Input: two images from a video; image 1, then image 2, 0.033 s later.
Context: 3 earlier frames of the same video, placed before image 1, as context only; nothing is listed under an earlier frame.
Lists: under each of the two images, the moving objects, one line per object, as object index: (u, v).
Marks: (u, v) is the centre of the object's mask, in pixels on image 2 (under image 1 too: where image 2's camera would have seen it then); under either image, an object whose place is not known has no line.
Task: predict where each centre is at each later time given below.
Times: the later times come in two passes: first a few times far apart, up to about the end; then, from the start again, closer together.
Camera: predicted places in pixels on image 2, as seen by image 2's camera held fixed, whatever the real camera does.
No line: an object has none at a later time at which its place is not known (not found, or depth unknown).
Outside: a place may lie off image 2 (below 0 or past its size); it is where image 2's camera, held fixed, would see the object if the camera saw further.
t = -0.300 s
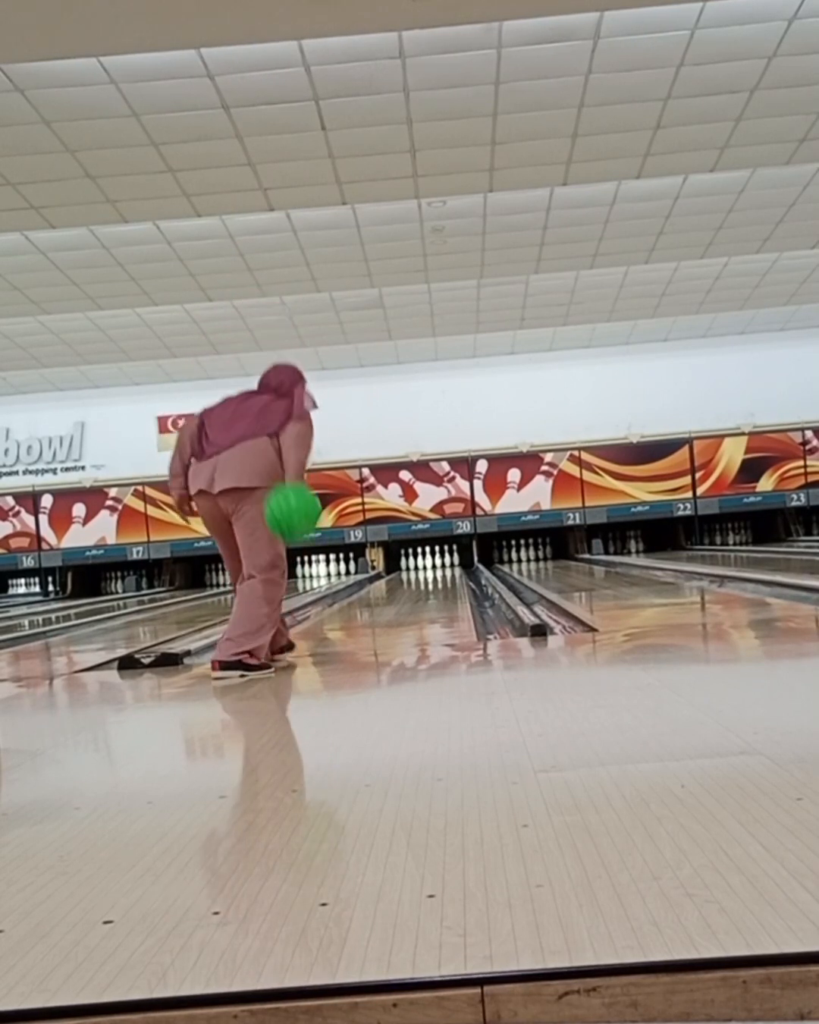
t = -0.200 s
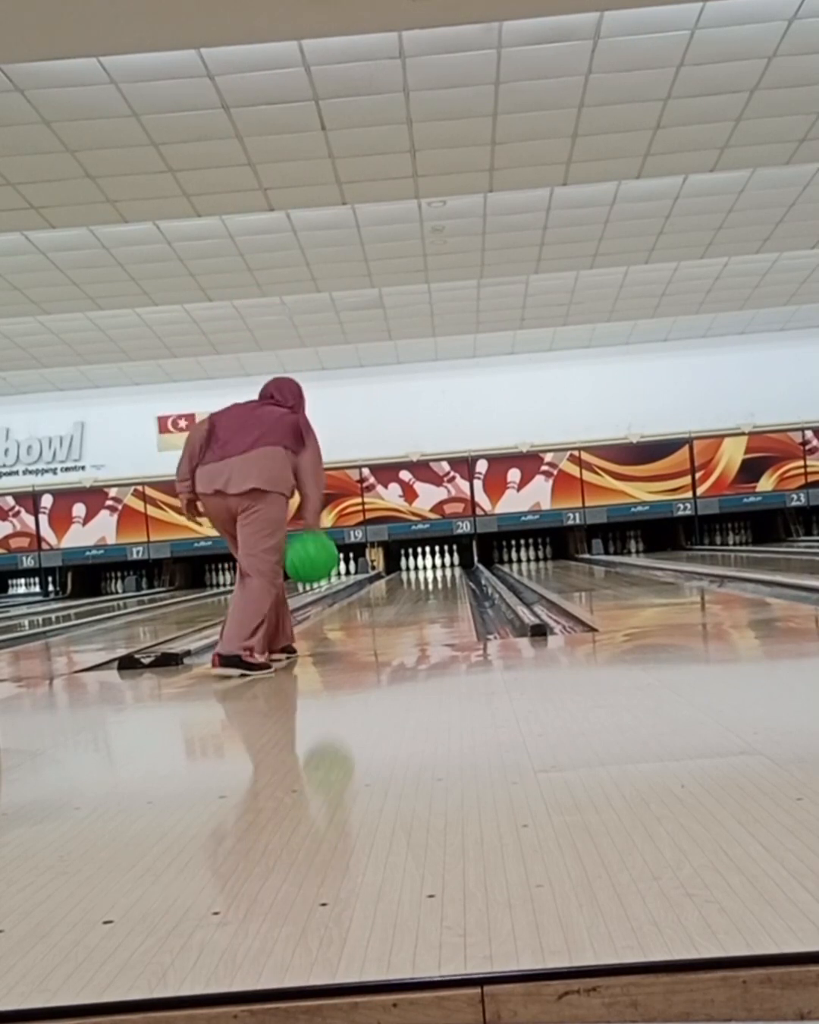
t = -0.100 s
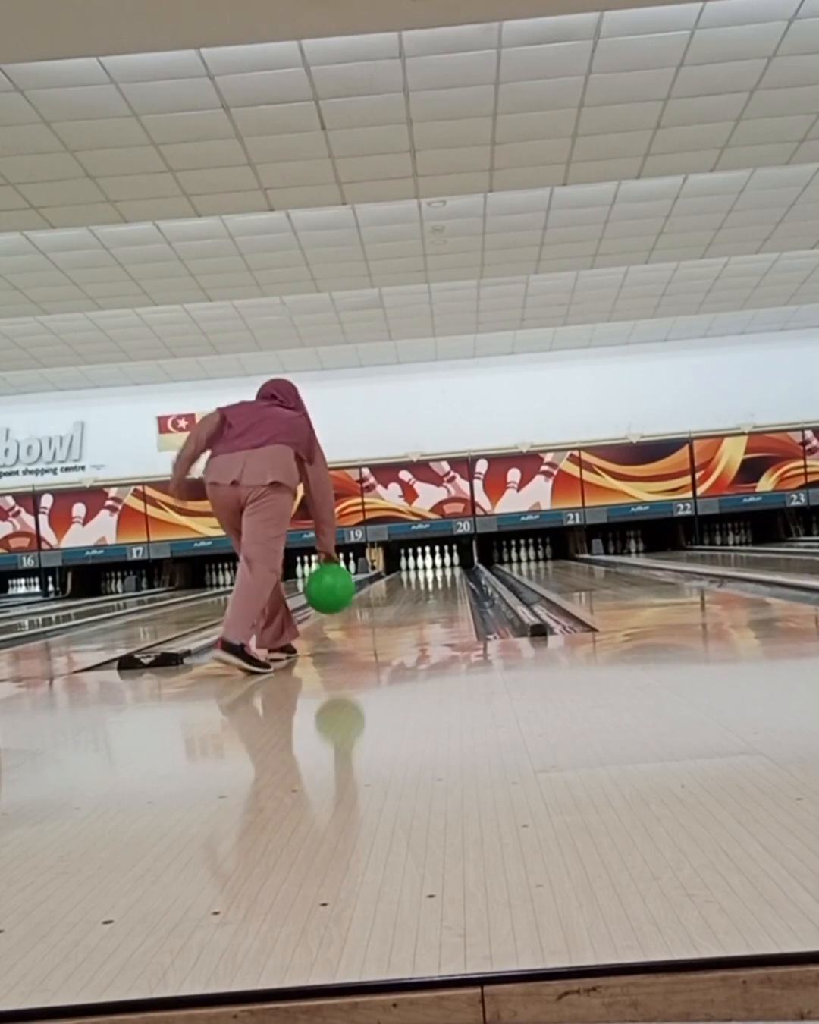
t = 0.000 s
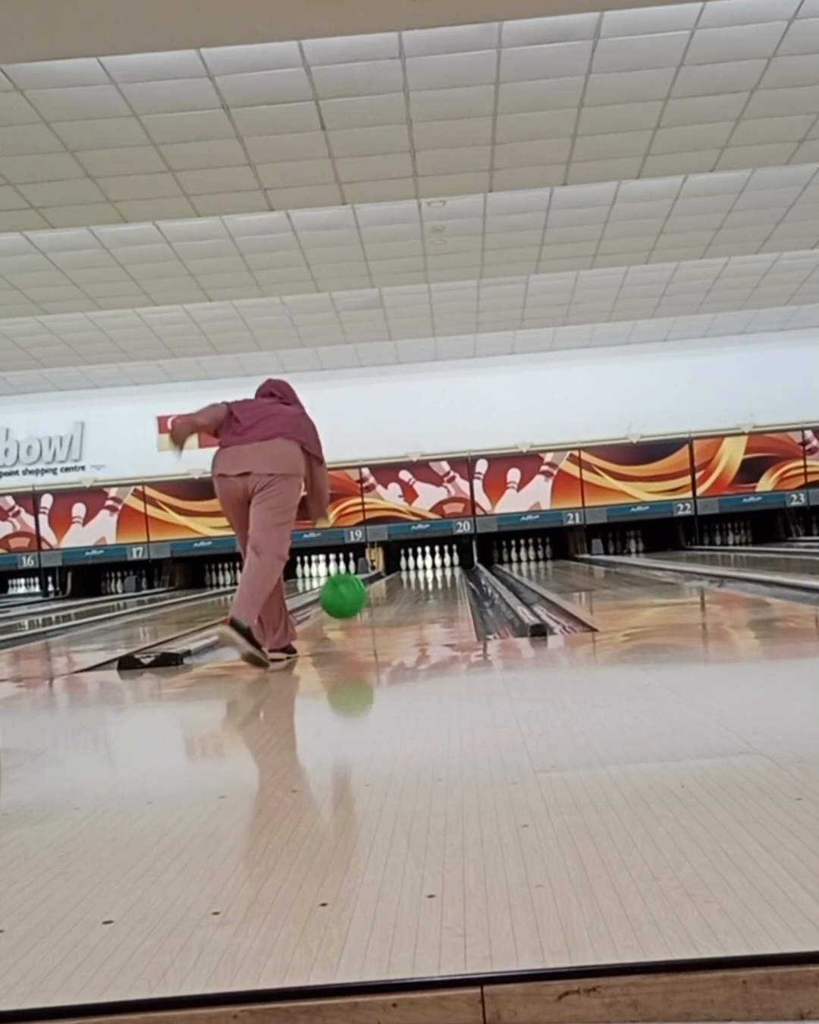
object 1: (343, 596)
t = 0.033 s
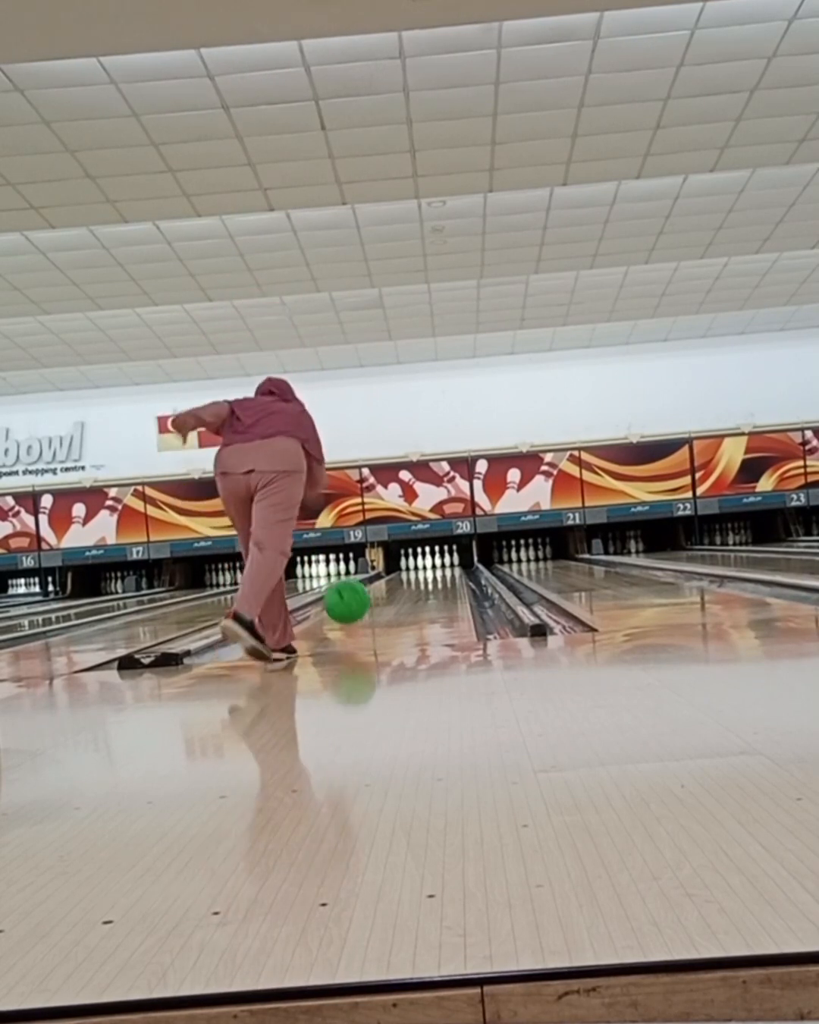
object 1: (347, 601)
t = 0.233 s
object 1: (367, 607)
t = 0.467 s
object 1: (383, 600)
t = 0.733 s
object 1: (397, 592)
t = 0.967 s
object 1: (406, 587)
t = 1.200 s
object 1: (413, 583)
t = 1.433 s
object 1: (418, 580)
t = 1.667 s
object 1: (424, 577)
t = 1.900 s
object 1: (428, 574)
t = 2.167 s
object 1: (431, 572)
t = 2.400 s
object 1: (435, 569)
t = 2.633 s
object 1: (438, 567)
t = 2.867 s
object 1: (440, 567)
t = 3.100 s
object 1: (442, 565)
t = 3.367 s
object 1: (444, 563)
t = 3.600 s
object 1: (446, 563)
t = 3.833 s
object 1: (446, 563)
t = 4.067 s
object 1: (447, 562)
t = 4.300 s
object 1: (448, 561)
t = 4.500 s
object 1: (449, 561)
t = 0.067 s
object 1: (351, 608)
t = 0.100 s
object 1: (355, 615)
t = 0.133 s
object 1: (358, 610)
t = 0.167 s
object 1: (361, 607)
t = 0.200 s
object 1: (364, 606)
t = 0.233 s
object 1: (367, 607)
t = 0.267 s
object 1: (370, 607)
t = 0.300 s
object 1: (372, 605)
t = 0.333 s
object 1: (375, 605)
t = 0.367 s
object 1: (377, 604)
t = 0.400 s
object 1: (379, 602)
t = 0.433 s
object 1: (381, 601)
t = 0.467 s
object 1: (383, 600)
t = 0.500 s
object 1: (386, 599)
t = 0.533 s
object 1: (387, 598)
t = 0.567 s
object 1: (389, 597)
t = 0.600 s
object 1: (391, 595)
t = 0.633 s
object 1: (392, 595)
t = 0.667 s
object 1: (394, 594)
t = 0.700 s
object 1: (396, 593)
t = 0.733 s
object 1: (397, 592)
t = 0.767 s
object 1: (399, 591)
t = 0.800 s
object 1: (400, 590)
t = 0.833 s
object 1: (401, 589)
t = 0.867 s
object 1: (402, 589)
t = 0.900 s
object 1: (404, 588)
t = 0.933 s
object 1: (405, 587)
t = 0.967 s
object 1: (406, 587)
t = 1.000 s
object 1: (407, 586)
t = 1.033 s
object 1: (408, 586)
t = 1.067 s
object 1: (409, 585)
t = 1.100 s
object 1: (410, 585)
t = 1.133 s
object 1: (411, 584)
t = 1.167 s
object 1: (412, 583)
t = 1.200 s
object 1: (413, 583)
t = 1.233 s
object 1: (414, 582)
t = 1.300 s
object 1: (415, 582)
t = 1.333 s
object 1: (416, 581)
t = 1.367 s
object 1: (417, 581)
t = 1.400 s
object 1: (417, 580)
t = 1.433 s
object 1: (418, 580)
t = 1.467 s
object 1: (419, 580)
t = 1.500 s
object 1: (419, 579)
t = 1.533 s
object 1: (420, 579)
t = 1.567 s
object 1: (421, 578)
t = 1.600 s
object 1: (422, 578)
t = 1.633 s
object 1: (423, 577)
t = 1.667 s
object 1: (424, 577)
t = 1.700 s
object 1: (424, 577)
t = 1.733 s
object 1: (425, 576)
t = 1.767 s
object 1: (425, 576)
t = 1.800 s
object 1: (426, 575)
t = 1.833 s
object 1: (427, 575)
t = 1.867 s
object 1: (427, 574)
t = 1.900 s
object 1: (428, 574)
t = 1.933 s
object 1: (428, 574)
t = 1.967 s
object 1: (429, 574)
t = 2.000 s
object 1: (429, 573)
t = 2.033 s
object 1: (430, 573)
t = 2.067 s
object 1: (430, 573)
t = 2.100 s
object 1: (431, 572)
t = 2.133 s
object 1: (431, 572)
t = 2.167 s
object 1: (431, 572)
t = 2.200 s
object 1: (432, 571)
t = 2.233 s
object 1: (432, 571)
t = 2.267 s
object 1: (432, 571)
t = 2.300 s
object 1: (434, 570)
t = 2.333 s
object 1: (434, 570)
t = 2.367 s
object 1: (435, 570)
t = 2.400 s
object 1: (435, 569)
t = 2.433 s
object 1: (436, 569)
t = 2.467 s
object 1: (436, 569)
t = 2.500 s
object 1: (437, 569)
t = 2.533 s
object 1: (437, 568)
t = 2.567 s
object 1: (437, 568)
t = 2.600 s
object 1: (437, 568)
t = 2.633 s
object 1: (438, 567)
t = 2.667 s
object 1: (438, 567)
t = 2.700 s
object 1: (438, 567)
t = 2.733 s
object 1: (439, 567)
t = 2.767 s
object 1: (439, 567)
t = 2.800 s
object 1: (439, 567)
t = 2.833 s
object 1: (440, 567)
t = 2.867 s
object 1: (440, 567)
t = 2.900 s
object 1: (440, 566)
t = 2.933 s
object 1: (440, 566)
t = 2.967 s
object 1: (441, 566)
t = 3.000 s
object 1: (441, 566)
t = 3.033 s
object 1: (441, 565)
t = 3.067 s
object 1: (441, 565)
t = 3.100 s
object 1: (442, 565)
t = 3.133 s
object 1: (442, 565)
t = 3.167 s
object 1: (442, 565)
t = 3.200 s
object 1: (442, 565)
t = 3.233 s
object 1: (443, 564)
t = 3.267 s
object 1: (443, 564)
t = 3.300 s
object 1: (443, 564)
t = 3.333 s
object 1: (444, 564)
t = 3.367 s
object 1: (444, 563)
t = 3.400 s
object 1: (444, 563)
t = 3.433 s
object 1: (444, 563)
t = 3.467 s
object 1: (445, 563)
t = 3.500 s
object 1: (445, 563)
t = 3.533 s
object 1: (445, 563)
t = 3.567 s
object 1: (446, 563)
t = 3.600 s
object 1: (446, 563)
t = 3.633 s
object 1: (446, 563)
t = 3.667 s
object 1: (445, 563)
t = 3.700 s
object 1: (446, 563)
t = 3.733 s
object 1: (446, 563)
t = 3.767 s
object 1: (446, 563)
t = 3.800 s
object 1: (446, 563)
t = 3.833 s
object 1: (446, 563)
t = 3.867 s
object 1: (446, 562)
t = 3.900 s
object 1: (446, 563)
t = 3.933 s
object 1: (447, 563)
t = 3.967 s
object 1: (447, 562)
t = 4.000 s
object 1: (447, 562)
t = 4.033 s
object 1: (447, 562)
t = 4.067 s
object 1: (447, 562)
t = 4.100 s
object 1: (447, 562)
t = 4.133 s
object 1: (447, 562)
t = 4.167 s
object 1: (448, 562)
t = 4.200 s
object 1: (448, 562)
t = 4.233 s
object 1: (448, 562)
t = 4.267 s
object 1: (448, 562)
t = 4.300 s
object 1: (448, 561)
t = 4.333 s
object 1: (448, 561)
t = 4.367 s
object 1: (449, 561)
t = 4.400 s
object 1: (449, 561)
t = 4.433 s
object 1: (449, 561)
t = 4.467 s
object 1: (449, 561)
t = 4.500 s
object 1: (449, 561)
